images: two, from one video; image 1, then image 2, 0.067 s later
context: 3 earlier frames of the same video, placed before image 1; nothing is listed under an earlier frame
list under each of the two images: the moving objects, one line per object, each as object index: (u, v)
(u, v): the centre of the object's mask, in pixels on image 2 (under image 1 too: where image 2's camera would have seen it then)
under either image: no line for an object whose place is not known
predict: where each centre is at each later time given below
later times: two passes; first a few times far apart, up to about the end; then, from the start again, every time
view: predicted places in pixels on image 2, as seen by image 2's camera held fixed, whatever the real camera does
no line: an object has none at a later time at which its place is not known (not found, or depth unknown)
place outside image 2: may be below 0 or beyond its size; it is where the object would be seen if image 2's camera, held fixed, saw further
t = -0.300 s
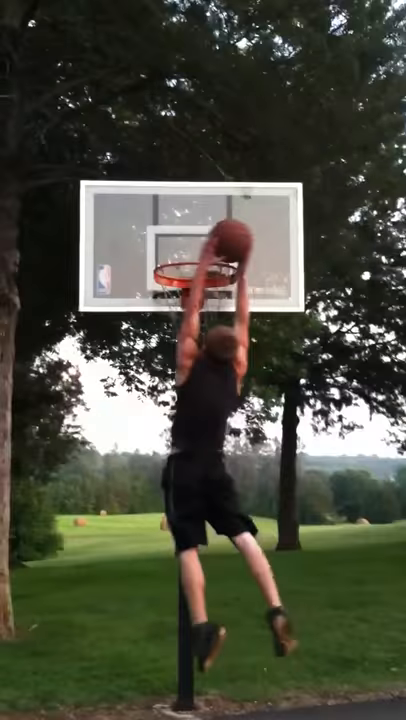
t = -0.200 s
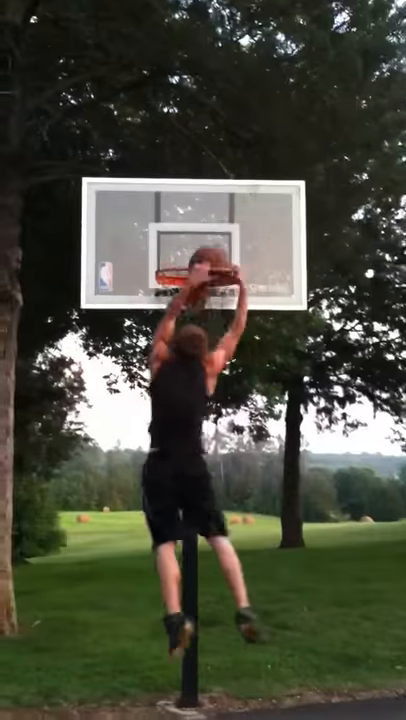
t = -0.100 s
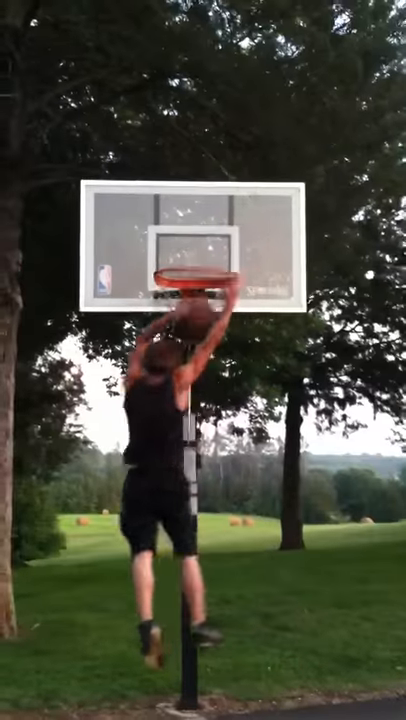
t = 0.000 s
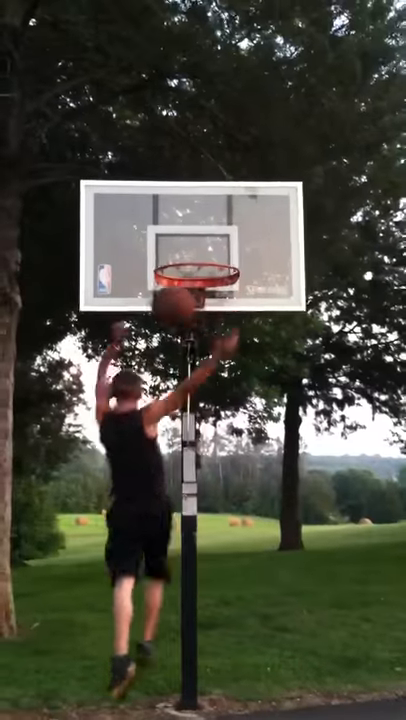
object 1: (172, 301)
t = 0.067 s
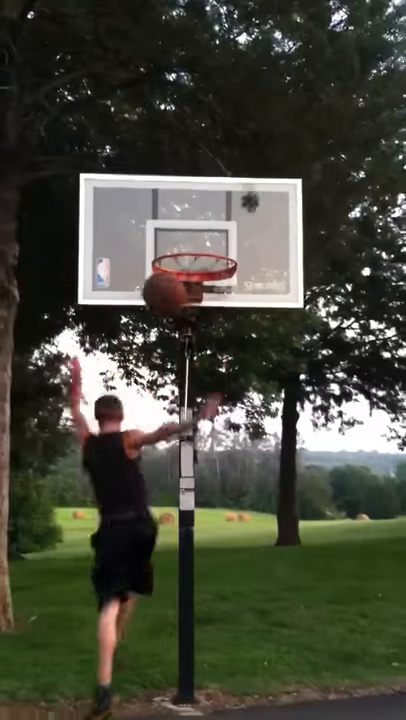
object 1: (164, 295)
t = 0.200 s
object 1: (171, 303)
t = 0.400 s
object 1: (198, 321)
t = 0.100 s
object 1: (164, 294)
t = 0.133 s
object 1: (166, 296)
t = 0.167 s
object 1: (168, 298)
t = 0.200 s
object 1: (171, 303)
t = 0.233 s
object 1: (174, 306)
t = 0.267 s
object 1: (179, 311)
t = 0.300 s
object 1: (184, 316)
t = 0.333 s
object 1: (190, 318)
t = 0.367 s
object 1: (195, 320)
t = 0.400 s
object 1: (198, 321)
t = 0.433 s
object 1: (203, 324)
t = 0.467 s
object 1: (213, 327)
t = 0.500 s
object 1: (222, 332)
